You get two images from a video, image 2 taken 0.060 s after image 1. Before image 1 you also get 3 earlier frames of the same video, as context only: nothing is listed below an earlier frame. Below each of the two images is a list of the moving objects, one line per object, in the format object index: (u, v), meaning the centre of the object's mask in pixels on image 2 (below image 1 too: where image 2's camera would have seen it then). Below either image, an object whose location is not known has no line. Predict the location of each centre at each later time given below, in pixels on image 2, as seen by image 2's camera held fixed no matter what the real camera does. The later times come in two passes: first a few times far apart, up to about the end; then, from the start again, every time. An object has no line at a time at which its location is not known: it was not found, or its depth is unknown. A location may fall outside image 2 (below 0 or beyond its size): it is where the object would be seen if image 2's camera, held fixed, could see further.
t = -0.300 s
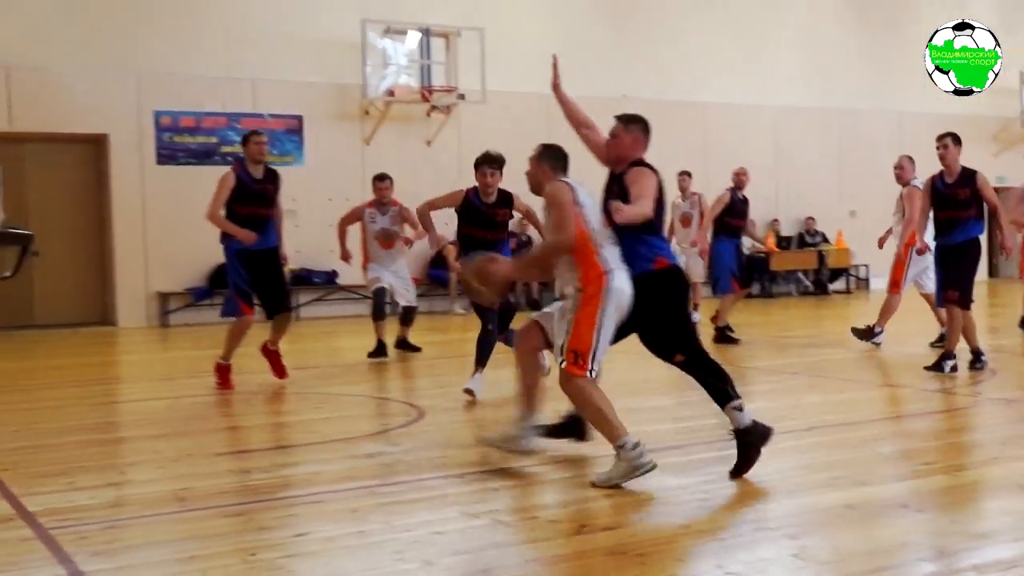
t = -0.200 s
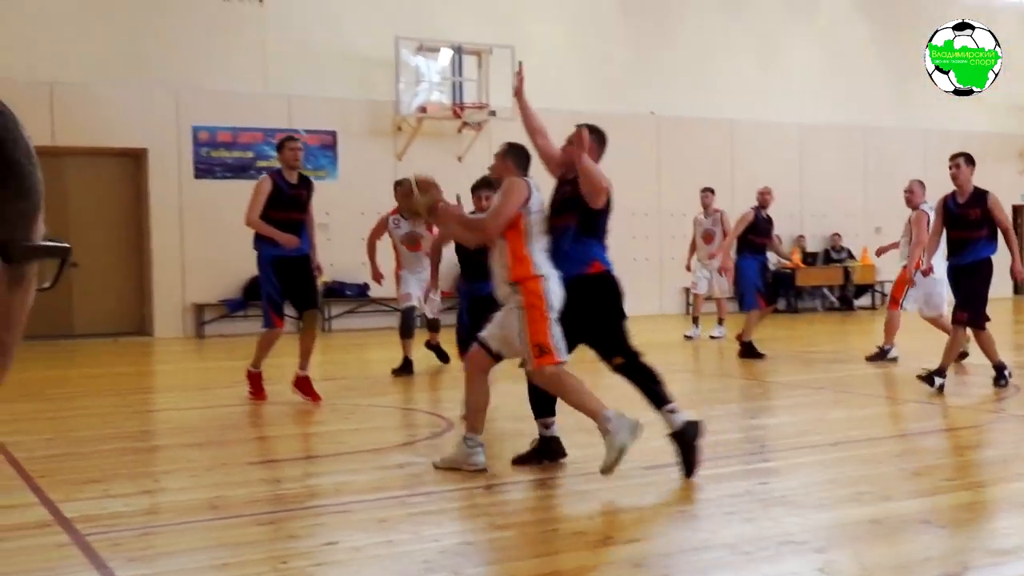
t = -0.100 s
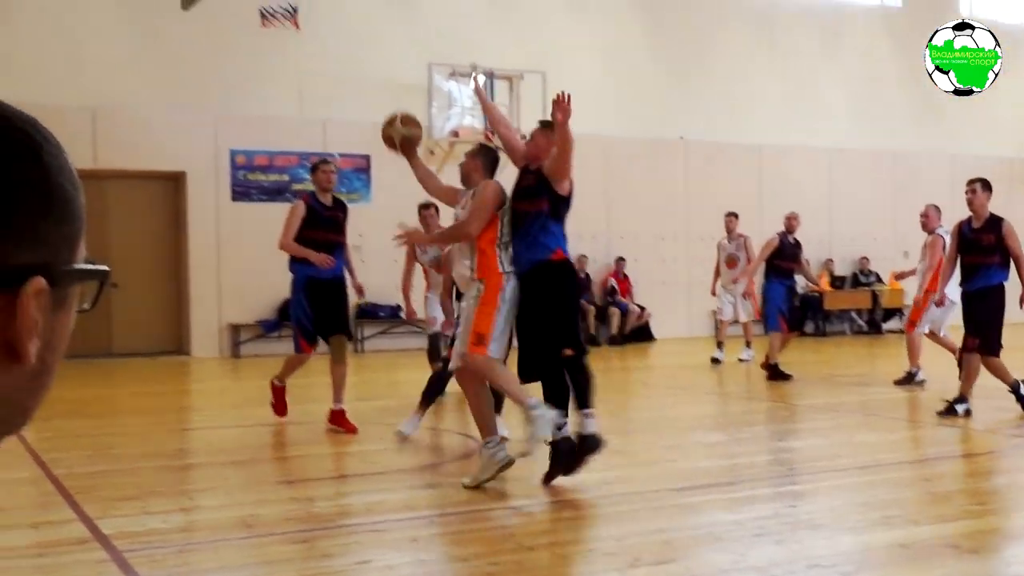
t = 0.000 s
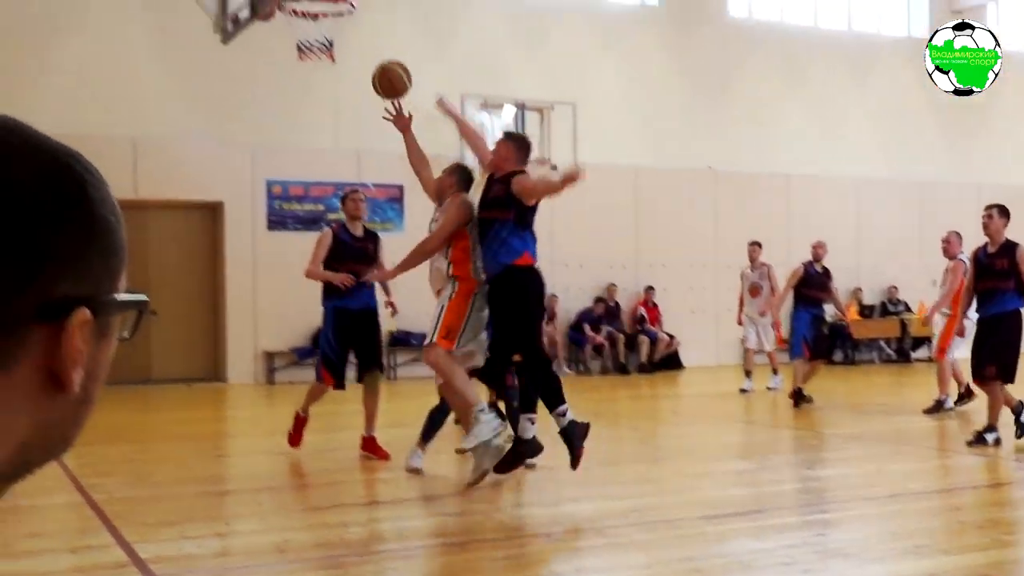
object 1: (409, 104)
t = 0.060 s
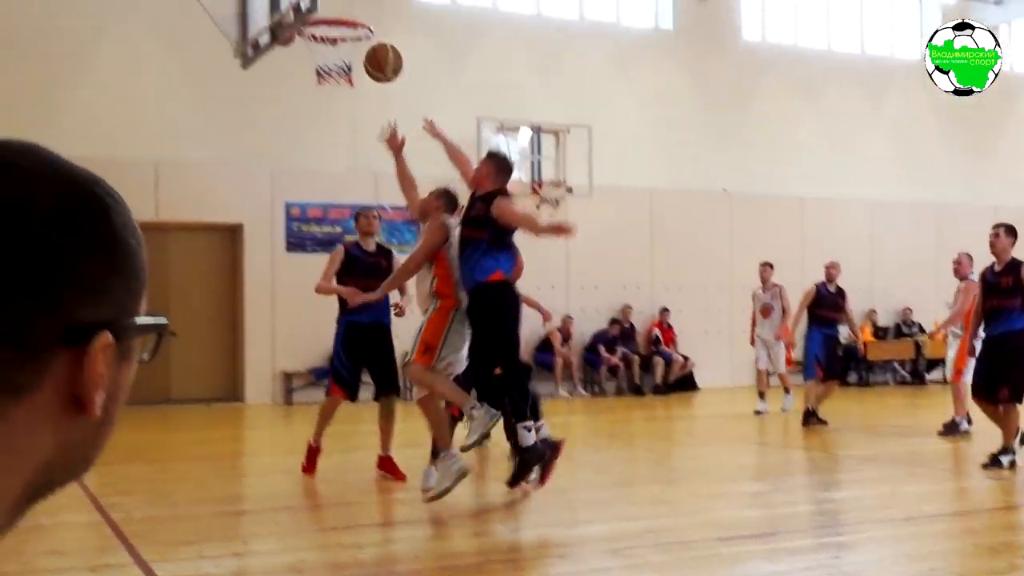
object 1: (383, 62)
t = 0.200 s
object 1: (330, -8)
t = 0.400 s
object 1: (346, -7)
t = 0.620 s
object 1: (377, 14)
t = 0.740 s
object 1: (394, 44)
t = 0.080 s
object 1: (375, 50)
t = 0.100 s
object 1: (366, 39)
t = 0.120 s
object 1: (358, 28)
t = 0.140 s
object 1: (350, 18)
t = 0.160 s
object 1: (341, 9)
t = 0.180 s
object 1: (335, 0)
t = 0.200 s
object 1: (330, -8)
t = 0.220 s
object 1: (327, -14)
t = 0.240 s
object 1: (328, -16)
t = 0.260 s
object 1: (329, -17)
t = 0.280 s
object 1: (331, -18)
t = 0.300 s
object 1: (332, -17)
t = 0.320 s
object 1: (334, -16)
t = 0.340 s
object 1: (336, -14)
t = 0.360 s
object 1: (340, -12)
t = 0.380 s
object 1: (343, -10)
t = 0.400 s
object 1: (346, -7)
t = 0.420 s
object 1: (349, -3)
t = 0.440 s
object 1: (352, 2)
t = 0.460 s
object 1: (355, 7)
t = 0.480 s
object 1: (357, 6)
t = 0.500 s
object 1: (360, 6)
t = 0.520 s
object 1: (363, 5)
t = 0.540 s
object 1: (366, 6)
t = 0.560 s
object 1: (369, 7)
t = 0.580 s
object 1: (371, 8)
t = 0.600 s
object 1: (374, 11)
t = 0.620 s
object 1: (377, 14)
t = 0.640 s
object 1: (380, 17)
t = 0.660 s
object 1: (383, 21)
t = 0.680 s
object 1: (386, 26)
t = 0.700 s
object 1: (389, 31)
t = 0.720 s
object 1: (391, 37)
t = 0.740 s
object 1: (394, 44)
